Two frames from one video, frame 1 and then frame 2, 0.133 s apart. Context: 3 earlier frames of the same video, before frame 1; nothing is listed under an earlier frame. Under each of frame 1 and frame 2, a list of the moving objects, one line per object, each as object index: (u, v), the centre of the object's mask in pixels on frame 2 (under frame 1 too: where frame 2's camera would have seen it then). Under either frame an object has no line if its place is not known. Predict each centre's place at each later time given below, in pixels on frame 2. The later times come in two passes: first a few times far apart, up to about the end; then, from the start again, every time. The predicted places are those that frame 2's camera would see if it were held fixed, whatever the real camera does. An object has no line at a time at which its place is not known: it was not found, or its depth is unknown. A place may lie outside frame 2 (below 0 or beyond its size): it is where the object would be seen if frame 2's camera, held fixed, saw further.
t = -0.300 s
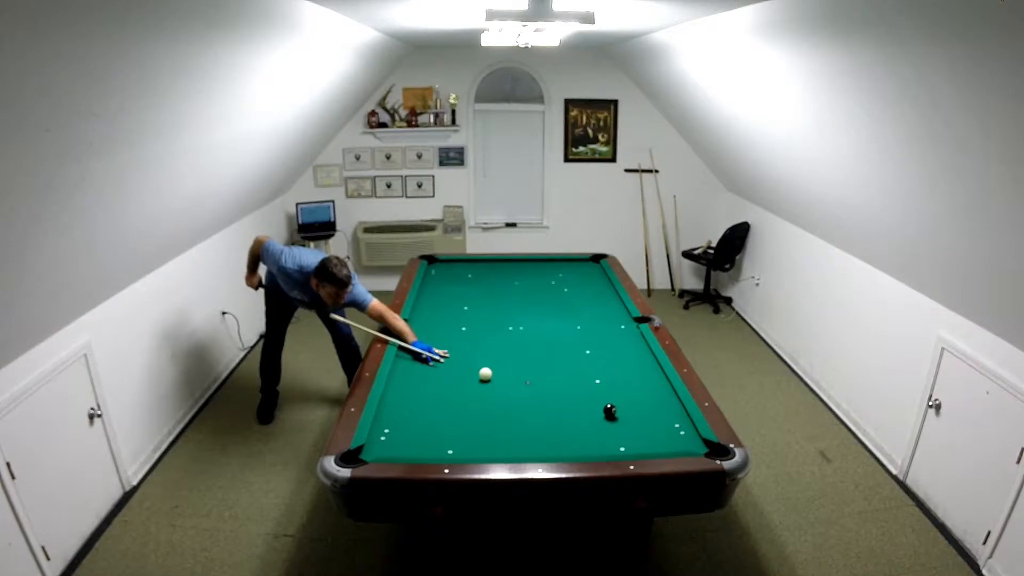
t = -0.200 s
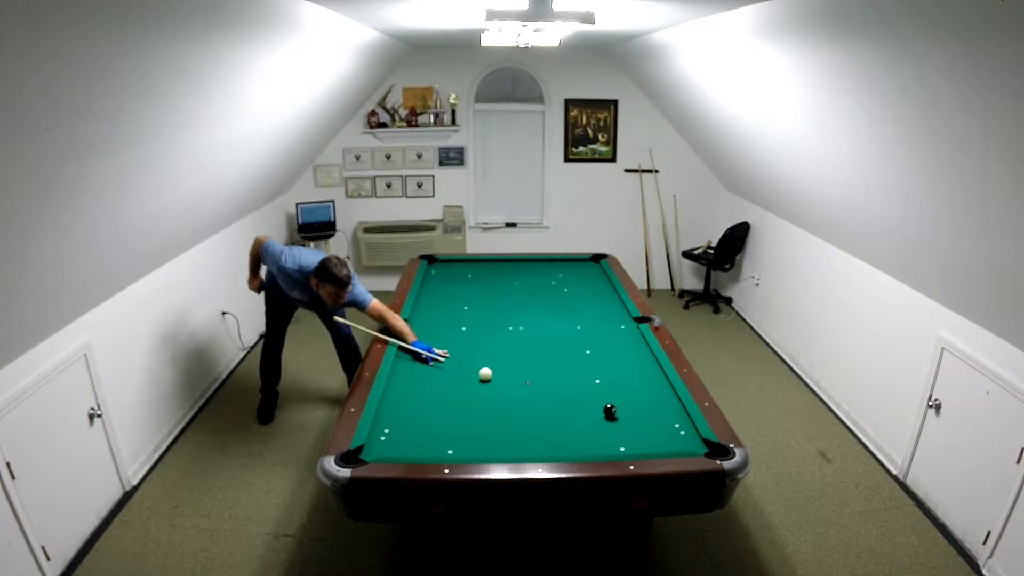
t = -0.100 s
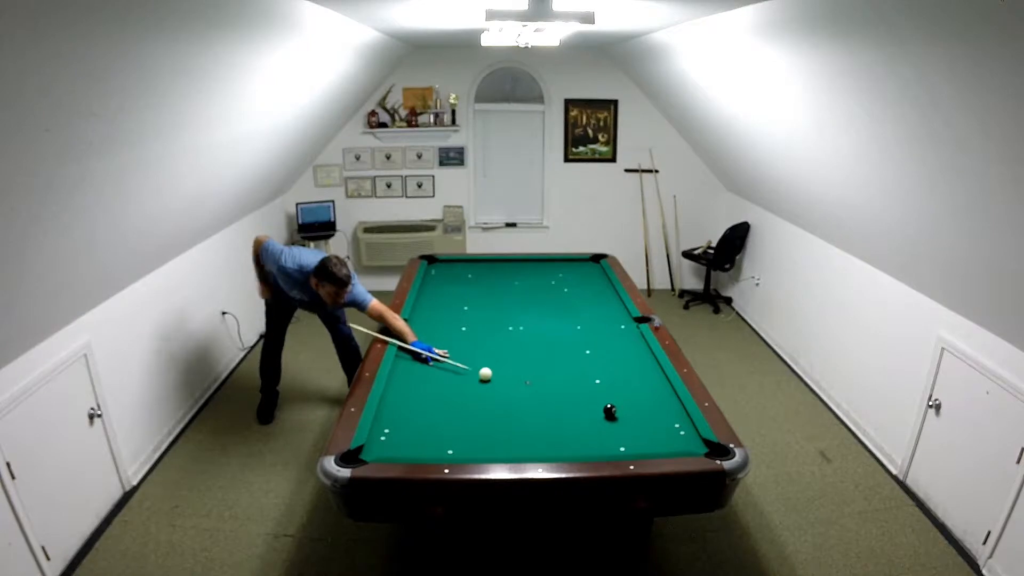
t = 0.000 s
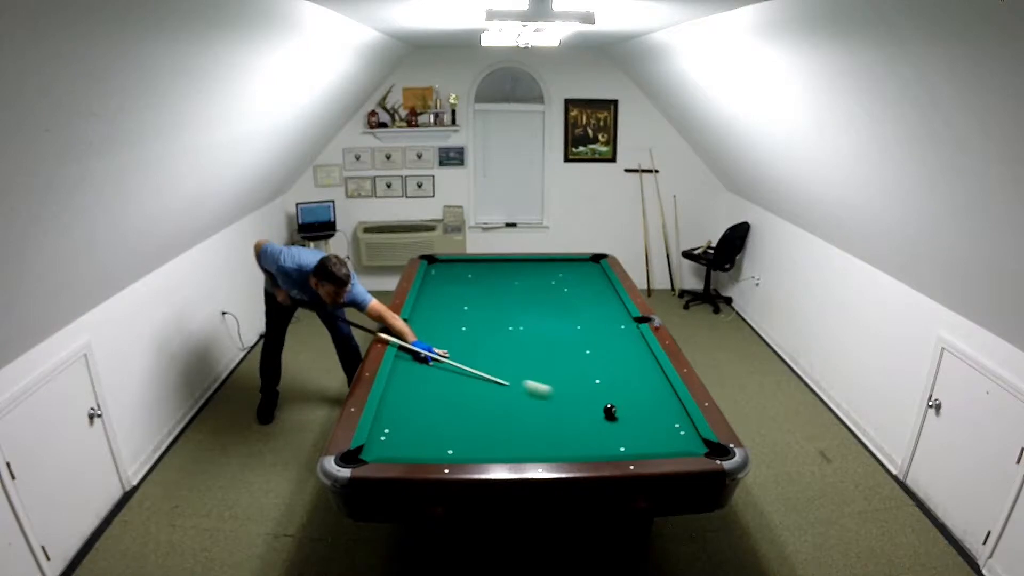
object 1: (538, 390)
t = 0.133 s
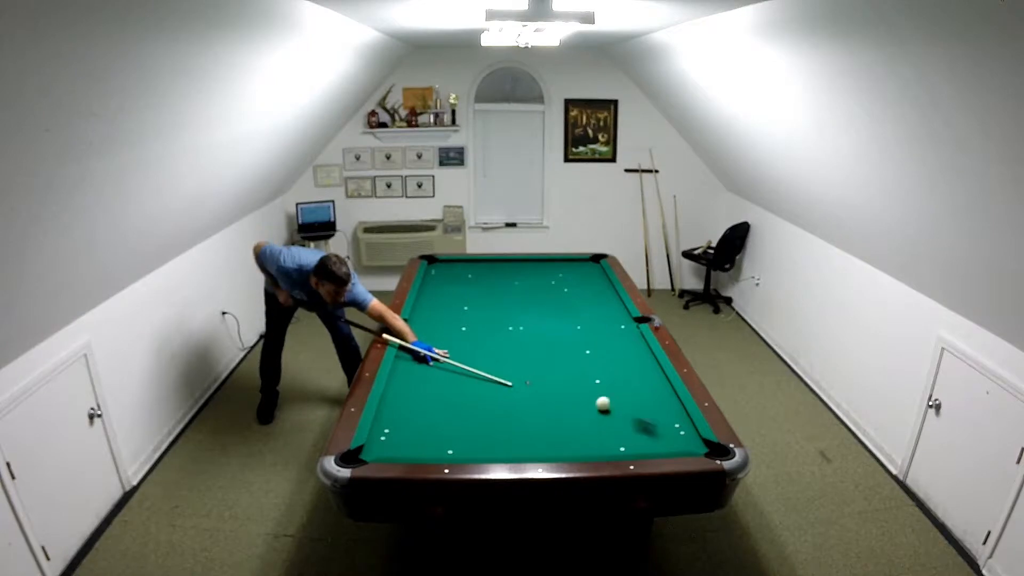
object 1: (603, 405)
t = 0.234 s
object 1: (609, 400)
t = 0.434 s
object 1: (619, 394)
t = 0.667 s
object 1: (631, 387)
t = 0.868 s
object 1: (639, 382)
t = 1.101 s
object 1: (648, 376)
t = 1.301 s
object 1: (655, 372)
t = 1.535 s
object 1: (653, 369)
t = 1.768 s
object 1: (646, 366)
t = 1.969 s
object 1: (642, 365)
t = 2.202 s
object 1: (637, 363)
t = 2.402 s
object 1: (633, 362)
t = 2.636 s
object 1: (630, 361)
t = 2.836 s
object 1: (628, 360)
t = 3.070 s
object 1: (626, 359)
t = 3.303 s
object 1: (625, 359)
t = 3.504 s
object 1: (624, 359)
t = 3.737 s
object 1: (624, 359)
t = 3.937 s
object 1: (624, 359)
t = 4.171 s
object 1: (624, 359)
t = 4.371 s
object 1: (624, 359)
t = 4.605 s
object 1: (624, 359)
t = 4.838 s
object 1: (624, 359)
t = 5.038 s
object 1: (624, 359)
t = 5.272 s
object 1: (624, 359)
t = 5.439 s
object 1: (624, 359)
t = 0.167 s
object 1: (605, 402)
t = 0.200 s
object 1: (607, 401)
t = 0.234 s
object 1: (609, 400)
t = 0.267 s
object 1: (611, 399)
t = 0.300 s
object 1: (613, 398)
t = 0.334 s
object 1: (614, 397)
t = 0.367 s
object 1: (616, 396)
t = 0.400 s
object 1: (618, 395)
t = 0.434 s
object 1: (619, 394)
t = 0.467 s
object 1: (621, 393)
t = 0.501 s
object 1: (623, 392)
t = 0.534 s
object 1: (624, 391)
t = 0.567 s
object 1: (626, 390)
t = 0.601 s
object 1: (627, 389)
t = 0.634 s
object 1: (629, 388)
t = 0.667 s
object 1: (631, 387)
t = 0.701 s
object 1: (632, 386)
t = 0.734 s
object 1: (633, 385)
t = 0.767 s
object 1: (635, 385)
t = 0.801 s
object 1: (636, 384)
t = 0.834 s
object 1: (638, 383)
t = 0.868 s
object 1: (639, 382)
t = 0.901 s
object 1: (640, 381)
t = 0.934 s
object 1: (642, 380)
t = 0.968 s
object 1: (643, 379)
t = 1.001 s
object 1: (644, 379)
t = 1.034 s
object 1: (646, 378)
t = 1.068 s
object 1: (647, 377)
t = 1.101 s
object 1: (648, 376)
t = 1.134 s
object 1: (649, 375)
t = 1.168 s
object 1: (650, 375)
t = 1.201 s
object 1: (651, 374)
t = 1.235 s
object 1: (653, 373)
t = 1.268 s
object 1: (654, 372)
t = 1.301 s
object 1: (655, 372)
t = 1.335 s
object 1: (656, 371)
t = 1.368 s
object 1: (657, 370)
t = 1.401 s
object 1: (657, 370)
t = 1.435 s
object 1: (656, 370)
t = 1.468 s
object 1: (655, 369)
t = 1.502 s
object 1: (654, 369)
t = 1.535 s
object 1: (653, 369)
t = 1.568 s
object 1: (652, 368)
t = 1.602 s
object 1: (651, 368)
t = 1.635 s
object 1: (650, 368)
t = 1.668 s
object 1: (649, 367)
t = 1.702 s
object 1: (648, 367)
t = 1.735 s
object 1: (647, 367)
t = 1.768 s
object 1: (646, 366)
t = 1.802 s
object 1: (645, 366)
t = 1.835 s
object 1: (645, 366)
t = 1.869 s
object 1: (644, 365)
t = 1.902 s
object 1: (643, 365)
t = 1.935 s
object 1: (642, 365)
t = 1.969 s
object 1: (642, 365)
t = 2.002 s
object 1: (641, 364)
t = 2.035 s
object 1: (640, 364)
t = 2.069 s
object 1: (639, 364)
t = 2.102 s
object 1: (639, 364)
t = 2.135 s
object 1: (638, 363)
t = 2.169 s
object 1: (637, 363)
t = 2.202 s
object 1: (637, 363)
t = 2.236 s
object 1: (636, 363)
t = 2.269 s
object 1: (636, 363)
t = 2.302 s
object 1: (635, 362)
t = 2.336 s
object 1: (634, 362)
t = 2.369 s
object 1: (634, 362)
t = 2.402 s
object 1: (633, 362)
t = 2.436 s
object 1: (633, 362)
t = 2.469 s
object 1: (632, 361)
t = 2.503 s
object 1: (632, 361)
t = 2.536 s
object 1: (631, 361)
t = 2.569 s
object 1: (631, 361)
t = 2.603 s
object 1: (630, 361)
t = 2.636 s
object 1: (630, 361)
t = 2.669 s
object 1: (629, 361)
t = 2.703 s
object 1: (629, 361)
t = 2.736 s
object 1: (629, 360)
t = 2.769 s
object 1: (628, 360)
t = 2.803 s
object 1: (628, 360)
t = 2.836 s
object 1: (628, 360)
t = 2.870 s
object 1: (628, 360)
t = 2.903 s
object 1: (627, 360)
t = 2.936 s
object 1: (627, 360)
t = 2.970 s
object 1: (627, 360)
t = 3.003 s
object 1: (626, 360)
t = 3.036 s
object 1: (626, 360)
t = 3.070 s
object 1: (626, 359)
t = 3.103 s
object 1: (625, 359)
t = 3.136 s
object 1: (625, 360)
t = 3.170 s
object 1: (625, 359)
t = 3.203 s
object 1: (625, 359)
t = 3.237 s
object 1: (625, 359)
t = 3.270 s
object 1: (625, 359)
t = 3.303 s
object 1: (625, 359)
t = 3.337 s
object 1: (625, 359)
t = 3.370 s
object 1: (625, 359)
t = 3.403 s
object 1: (624, 359)
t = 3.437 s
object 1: (624, 359)
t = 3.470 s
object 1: (625, 359)
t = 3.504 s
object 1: (624, 359)
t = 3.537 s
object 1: (624, 359)
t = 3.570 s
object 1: (625, 359)
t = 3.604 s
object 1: (625, 359)
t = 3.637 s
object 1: (624, 359)
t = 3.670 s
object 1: (624, 359)
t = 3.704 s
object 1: (624, 359)
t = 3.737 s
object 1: (624, 359)
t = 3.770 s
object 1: (624, 359)
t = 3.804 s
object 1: (624, 359)
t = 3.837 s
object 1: (624, 359)
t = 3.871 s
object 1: (624, 359)
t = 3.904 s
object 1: (624, 359)
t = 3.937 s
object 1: (624, 359)
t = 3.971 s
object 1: (624, 359)
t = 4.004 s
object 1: (624, 359)
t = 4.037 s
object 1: (624, 359)
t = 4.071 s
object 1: (624, 359)
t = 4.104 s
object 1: (624, 359)
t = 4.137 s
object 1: (624, 359)
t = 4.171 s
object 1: (624, 359)
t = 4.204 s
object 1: (624, 359)
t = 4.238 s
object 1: (624, 359)
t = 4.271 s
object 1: (624, 359)
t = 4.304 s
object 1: (624, 359)
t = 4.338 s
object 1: (624, 359)
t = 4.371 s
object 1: (624, 359)
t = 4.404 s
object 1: (624, 359)
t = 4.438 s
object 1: (624, 359)
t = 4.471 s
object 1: (624, 359)
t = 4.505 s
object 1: (624, 359)
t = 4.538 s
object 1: (624, 359)
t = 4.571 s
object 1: (624, 359)
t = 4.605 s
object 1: (624, 359)
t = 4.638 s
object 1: (624, 359)
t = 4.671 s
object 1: (624, 359)
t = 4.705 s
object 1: (624, 359)
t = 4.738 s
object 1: (624, 359)
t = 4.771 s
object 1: (624, 359)
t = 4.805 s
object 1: (624, 359)
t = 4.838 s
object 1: (624, 359)
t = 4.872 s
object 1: (624, 359)
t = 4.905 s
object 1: (624, 359)
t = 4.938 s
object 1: (624, 359)
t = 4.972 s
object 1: (624, 359)
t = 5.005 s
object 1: (624, 359)
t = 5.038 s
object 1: (624, 359)
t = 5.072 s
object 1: (624, 359)
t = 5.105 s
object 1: (624, 359)
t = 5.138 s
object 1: (624, 359)
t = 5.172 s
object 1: (624, 359)
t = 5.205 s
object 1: (624, 359)
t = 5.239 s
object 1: (624, 359)
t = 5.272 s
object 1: (624, 359)
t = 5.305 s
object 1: (624, 359)
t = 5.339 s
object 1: (624, 359)
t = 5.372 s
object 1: (624, 359)
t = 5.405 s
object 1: (624, 359)
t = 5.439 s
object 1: (624, 359)
